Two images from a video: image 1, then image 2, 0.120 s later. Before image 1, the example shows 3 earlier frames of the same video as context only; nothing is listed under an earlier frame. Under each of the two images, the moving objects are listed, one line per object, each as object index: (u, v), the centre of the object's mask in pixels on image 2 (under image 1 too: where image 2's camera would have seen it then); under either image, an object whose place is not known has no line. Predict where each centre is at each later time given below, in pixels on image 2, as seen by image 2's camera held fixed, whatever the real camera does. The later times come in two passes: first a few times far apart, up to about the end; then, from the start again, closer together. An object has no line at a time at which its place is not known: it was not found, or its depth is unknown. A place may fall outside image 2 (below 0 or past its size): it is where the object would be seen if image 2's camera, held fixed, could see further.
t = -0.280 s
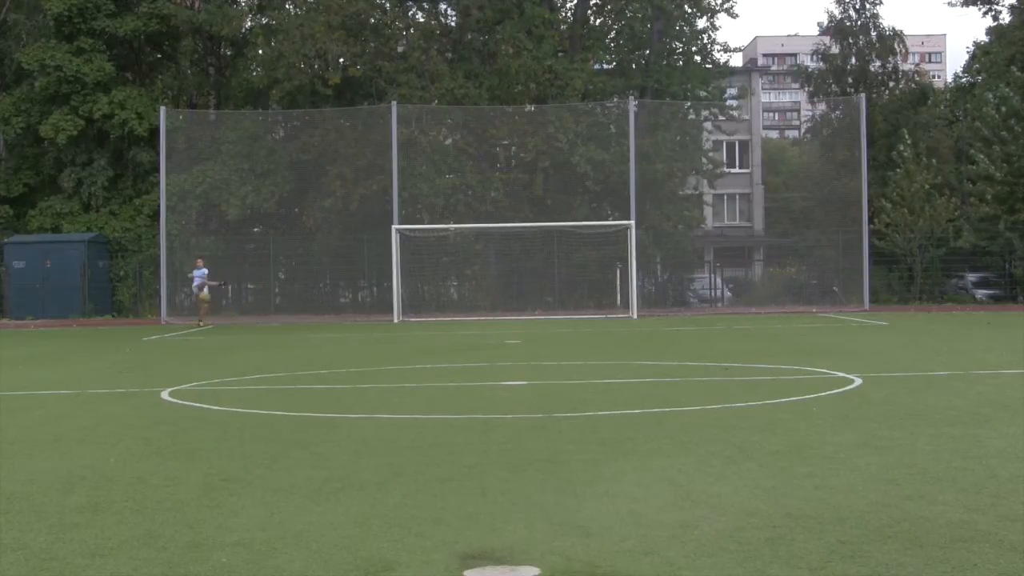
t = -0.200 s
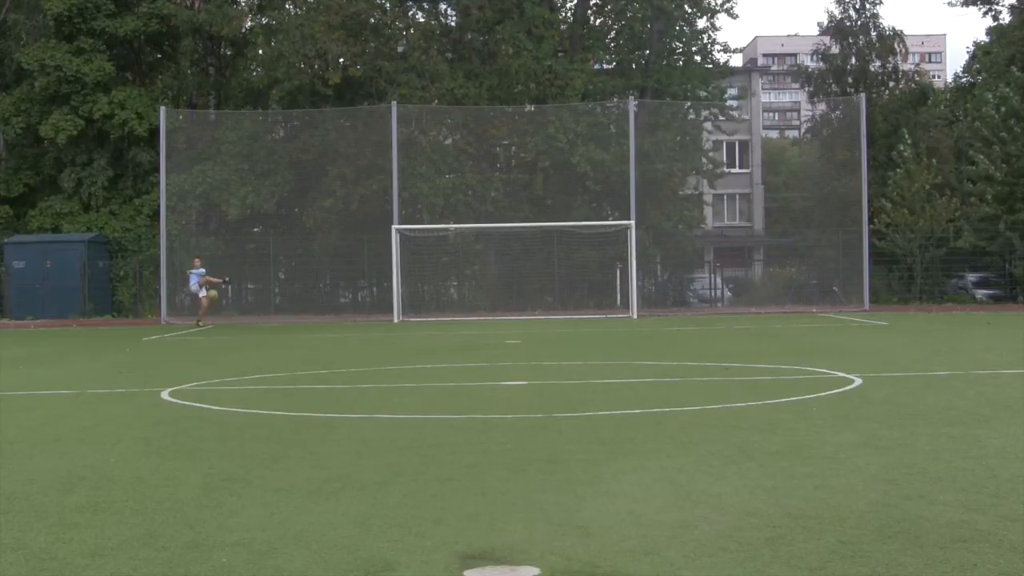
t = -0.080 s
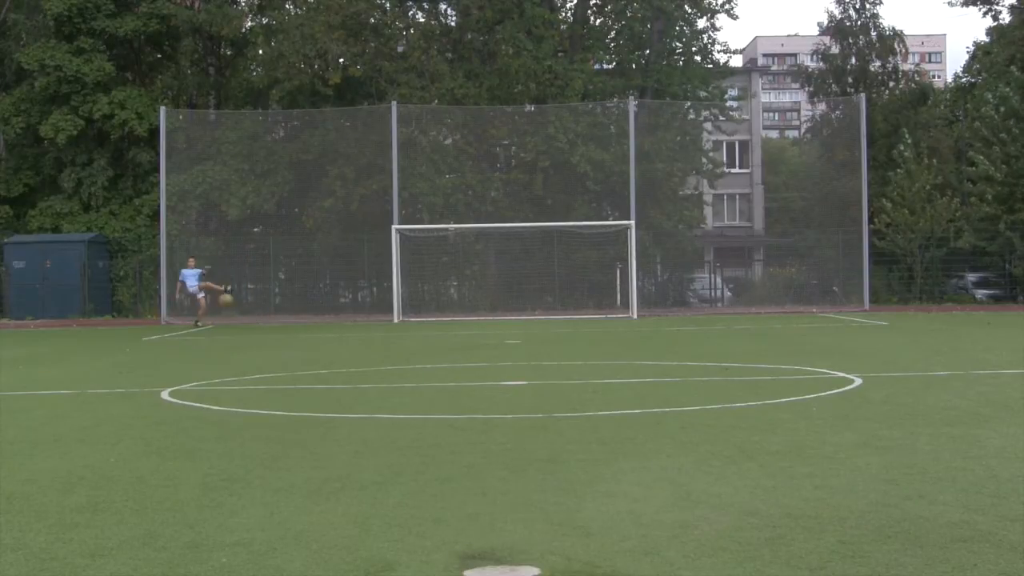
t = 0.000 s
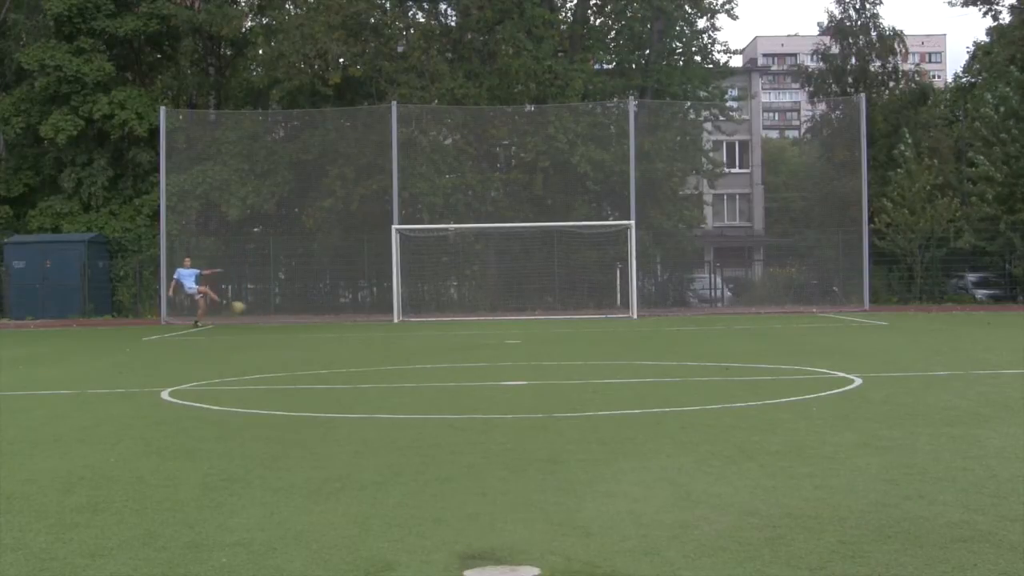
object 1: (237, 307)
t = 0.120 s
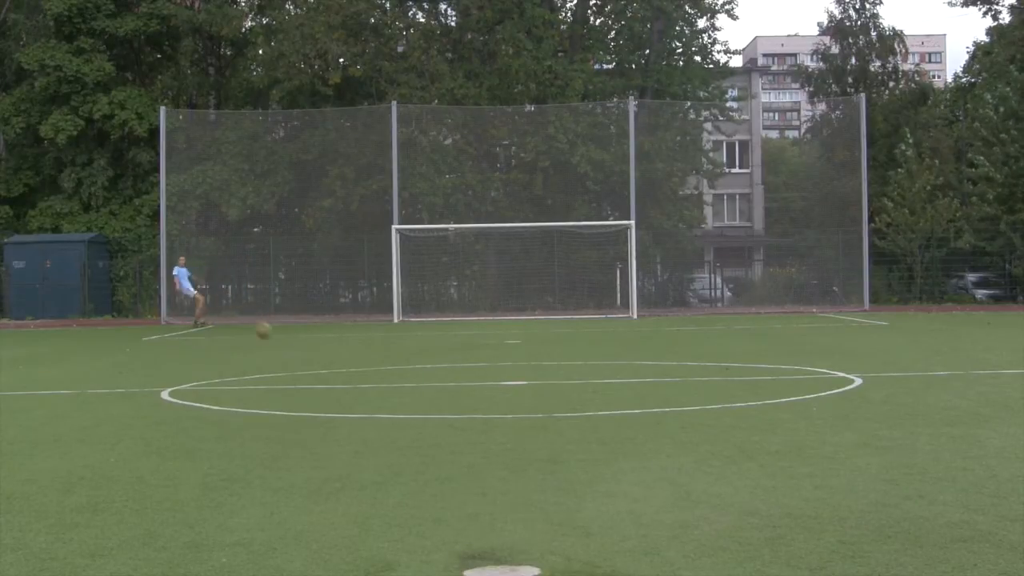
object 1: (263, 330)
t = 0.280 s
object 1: (298, 328)
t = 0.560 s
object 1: (360, 331)
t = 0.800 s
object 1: (423, 340)
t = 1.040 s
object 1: (496, 337)
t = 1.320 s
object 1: (600, 362)
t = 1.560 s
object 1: (707, 387)
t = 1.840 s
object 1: (867, 399)
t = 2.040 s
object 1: (1007, 410)
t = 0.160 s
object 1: (274, 342)
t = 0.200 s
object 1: (282, 340)
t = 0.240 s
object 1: (290, 333)
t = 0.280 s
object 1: (298, 328)
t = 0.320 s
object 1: (306, 323)
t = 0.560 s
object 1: (360, 331)
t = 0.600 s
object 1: (370, 339)
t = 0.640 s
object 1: (382, 348)
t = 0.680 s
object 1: (393, 359)
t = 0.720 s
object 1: (403, 353)
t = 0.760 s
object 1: (413, 346)
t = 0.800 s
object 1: (423, 340)
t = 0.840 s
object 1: (435, 334)
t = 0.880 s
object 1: (446, 331)
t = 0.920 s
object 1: (458, 330)
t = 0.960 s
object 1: (470, 330)
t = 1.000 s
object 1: (483, 332)
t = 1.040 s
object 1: (496, 337)
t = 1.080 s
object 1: (509, 343)
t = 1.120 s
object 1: (523, 352)
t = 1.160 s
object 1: (538, 363)
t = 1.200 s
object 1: (552, 377)
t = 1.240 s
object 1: (568, 371)
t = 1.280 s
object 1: (584, 366)
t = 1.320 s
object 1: (600, 362)
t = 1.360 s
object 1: (617, 360)
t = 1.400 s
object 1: (635, 361)
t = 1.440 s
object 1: (651, 364)
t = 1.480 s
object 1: (669, 369)
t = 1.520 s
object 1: (689, 377)
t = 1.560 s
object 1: (707, 387)
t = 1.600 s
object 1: (728, 396)
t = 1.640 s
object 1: (749, 390)
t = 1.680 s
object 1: (771, 386)
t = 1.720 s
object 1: (794, 385)
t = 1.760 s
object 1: (817, 388)
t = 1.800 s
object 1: (842, 392)
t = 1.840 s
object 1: (867, 399)
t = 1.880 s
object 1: (892, 410)
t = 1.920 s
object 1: (921, 415)
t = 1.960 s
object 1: (949, 410)
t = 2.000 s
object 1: (978, 408)
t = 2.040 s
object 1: (1007, 410)
